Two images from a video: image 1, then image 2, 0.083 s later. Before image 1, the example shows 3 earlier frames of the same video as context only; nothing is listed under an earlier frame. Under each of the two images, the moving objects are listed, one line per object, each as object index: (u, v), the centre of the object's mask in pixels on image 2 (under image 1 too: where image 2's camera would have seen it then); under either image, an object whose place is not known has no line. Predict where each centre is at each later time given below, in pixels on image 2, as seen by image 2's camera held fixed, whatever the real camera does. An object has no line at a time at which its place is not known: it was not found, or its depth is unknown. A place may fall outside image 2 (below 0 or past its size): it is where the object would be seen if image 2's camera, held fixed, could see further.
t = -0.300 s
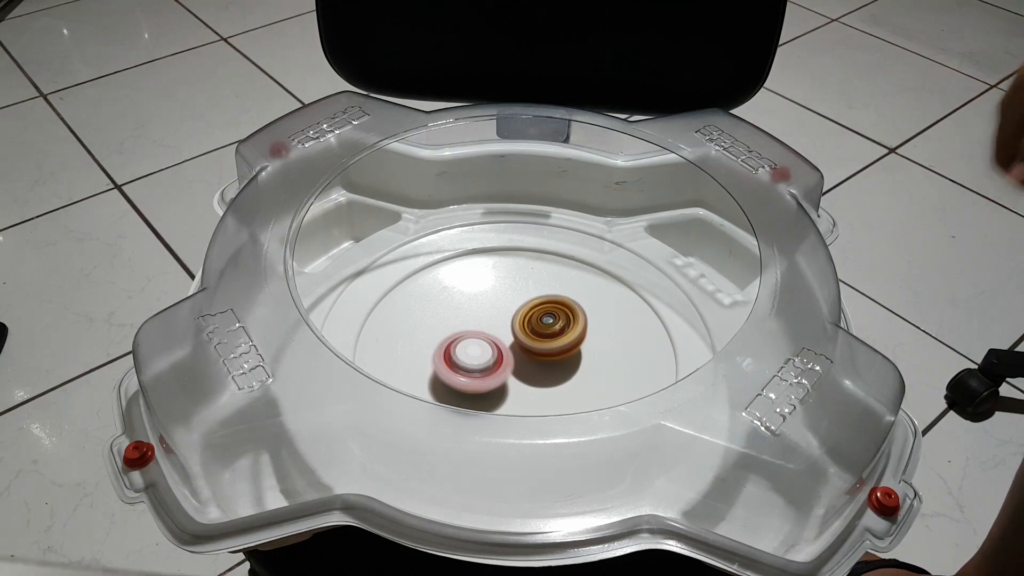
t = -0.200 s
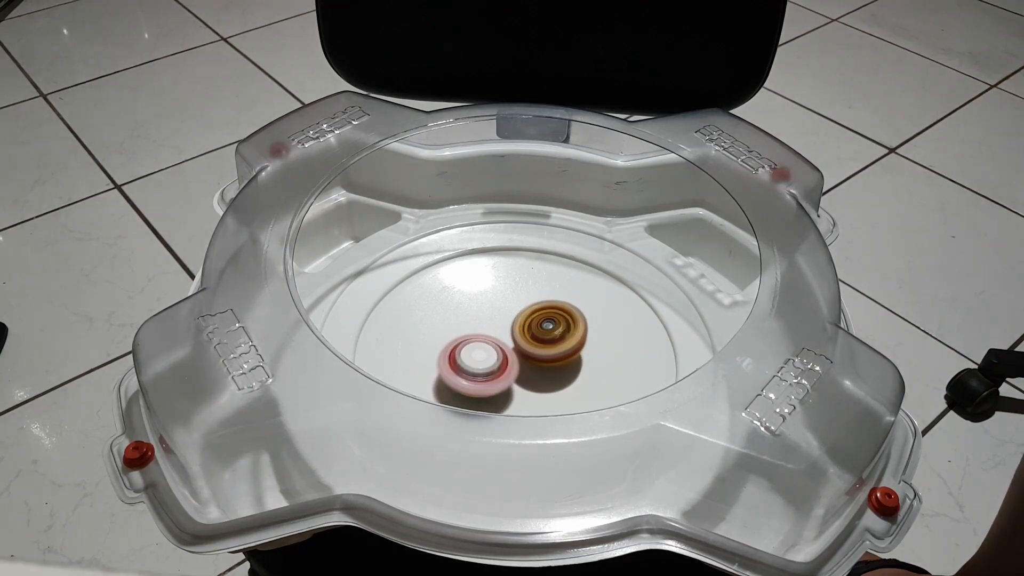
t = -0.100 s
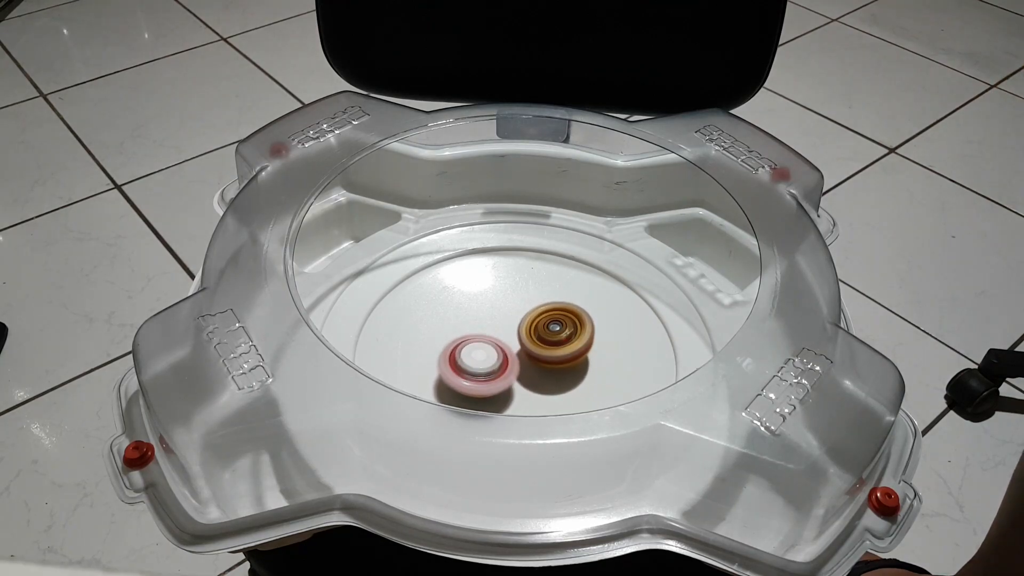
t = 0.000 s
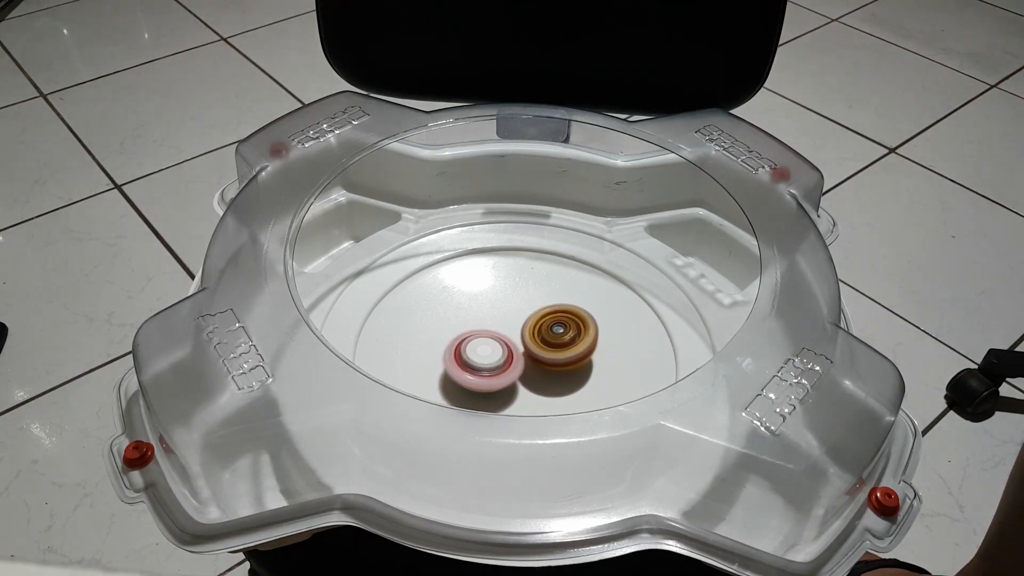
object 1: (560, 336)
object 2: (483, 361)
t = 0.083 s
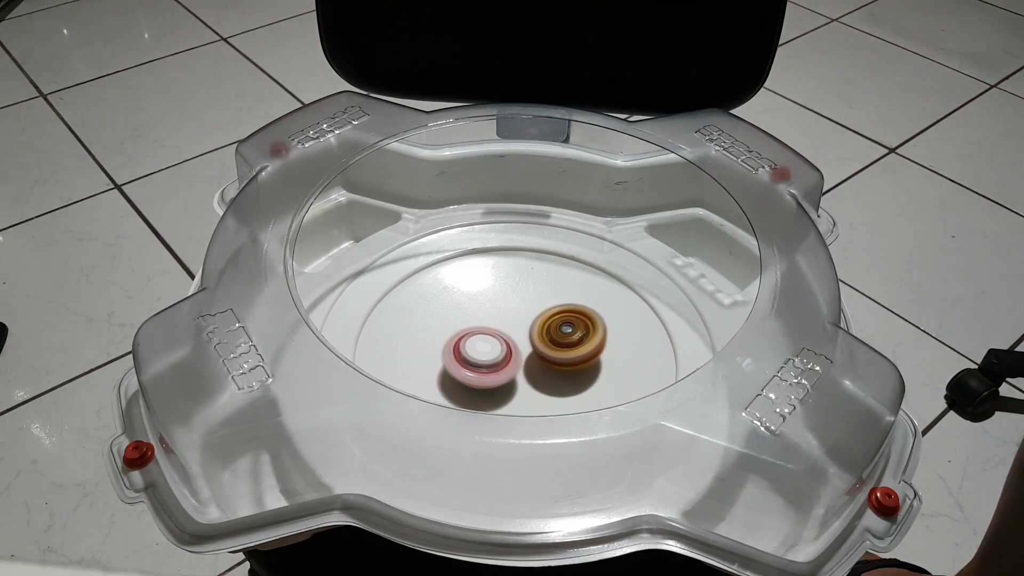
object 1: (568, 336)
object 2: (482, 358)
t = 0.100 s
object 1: (570, 336)
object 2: (481, 357)
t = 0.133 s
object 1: (573, 336)
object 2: (481, 356)
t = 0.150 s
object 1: (573, 336)
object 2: (481, 356)
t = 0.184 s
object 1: (572, 336)
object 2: (482, 355)
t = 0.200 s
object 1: (572, 337)
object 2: (483, 355)
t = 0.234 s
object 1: (568, 337)
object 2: (485, 354)
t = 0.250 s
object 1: (566, 338)
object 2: (486, 353)
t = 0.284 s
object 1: (578, 339)
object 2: (472, 352)
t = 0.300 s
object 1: (589, 338)
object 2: (461, 350)
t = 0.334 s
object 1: (606, 338)
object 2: (442, 346)
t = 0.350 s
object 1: (613, 337)
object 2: (435, 345)
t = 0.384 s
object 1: (623, 337)
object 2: (423, 342)
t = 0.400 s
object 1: (626, 337)
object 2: (418, 341)
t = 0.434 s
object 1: (629, 337)
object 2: (413, 339)
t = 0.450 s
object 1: (629, 337)
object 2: (412, 339)
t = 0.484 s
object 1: (626, 337)
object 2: (411, 340)
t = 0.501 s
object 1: (622, 338)
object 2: (412, 340)
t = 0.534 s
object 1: (614, 339)
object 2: (415, 342)
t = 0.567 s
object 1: (603, 340)
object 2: (419, 344)
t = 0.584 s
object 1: (597, 340)
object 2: (421, 345)
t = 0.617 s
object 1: (585, 341)
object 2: (427, 346)
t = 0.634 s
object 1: (578, 341)
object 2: (430, 347)
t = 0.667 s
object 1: (564, 342)
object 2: (437, 349)
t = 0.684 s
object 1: (558, 343)
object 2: (441, 350)
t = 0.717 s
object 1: (545, 344)
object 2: (449, 351)
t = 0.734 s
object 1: (539, 344)
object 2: (452, 352)
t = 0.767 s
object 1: (538, 346)
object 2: (452, 351)
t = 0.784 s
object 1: (541, 349)
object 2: (450, 351)
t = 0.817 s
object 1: (544, 352)
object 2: (448, 350)
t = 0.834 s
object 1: (546, 353)
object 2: (447, 350)
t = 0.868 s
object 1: (549, 355)
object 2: (448, 350)
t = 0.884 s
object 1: (549, 356)
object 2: (449, 350)
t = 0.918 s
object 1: (550, 358)
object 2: (452, 350)
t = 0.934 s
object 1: (550, 359)
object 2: (453, 350)
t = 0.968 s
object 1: (549, 360)
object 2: (457, 350)
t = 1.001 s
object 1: (547, 361)
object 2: (460, 350)
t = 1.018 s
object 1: (546, 361)
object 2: (462, 350)
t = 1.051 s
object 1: (545, 361)
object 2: (464, 350)
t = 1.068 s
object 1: (546, 361)
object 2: (465, 349)
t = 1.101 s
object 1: (549, 362)
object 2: (465, 348)
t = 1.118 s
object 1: (550, 362)
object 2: (466, 347)
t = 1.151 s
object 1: (551, 361)
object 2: (468, 346)
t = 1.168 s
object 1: (551, 361)
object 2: (469, 346)
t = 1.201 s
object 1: (552, 360)
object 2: (472, 345)
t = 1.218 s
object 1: (552, 359)
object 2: (473, 344)
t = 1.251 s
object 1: (557, 359)
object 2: (473, 342)
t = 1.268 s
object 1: (562, 360)
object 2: (469, 339)
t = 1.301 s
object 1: (571, 362)
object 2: (464, 335)
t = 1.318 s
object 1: (575, 362)
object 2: (463, 333)
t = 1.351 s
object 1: (579, 364)
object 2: (461, 331)
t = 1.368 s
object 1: (581, 364)
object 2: (461, 330)
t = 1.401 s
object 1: (581, 365)
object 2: (462, 329)
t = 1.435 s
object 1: (579, 365)
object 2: (464, 329)
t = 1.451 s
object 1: (577, 364)
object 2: (465, 329)
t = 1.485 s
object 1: (573, 364)
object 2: (467, 329)
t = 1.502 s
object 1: (570, 363)
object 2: (468, 330)
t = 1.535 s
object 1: (563, 362)
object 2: (471, 330)
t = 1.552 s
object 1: (560, 361)
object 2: (472, 331)
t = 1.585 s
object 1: (552, 359)
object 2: (475, 332)
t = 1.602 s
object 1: (548, 359)
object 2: (476, 332)
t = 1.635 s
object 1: (553, 363)
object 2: (468, 326)
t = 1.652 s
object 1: (557, 366)
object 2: (461, 321)
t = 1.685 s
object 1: (566, 373)
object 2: (452, 313)
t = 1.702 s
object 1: (569, 376)
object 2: (448, 310)
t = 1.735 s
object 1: (572, 379)
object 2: (443, 305)
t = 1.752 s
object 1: (573, 380)
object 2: (442, 304)
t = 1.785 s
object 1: (572, 381)
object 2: (441, 303)
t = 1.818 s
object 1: (570, 382)
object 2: (442, 304)
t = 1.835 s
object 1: (568, 382)
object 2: (443, 305)
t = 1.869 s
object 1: (563, 381)
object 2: (445, 307)
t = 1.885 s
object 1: (559, 380)
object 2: (447, 308)
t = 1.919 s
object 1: (552, 375)
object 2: (450, 311)
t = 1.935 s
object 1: (548, 373)
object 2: (452, 312)
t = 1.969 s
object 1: (541, 370)
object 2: (456, 315)
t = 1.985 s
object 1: (537, 369)
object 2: (458, 317)
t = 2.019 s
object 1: (529, 364)
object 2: (463, 320)
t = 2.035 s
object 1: (525, 363)
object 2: (465, 321)
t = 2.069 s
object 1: (524, 365)
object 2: (465, 319)
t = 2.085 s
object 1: (526, 369)
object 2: (464, 315)
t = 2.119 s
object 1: (529, 375)
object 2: (462, 308)
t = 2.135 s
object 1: (530, 378)
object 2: (461, 306)
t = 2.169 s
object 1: (531, 381)
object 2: (462, 303)
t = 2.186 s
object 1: (532, 383)
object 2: (462, 302)
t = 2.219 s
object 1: (531, 383)
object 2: (464, 301)
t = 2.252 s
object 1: (530, 383)
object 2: (465, 302)
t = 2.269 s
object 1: (529, 383)
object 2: (467, 303)
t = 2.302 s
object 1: (526, 382)
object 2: (469, 304)
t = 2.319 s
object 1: (525, 381)
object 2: (470, 305)
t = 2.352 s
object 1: (522, 376)
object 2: (473, 307)
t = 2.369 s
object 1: (521, 374)
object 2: (475, 309)
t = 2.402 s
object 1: (518, 372)
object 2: (479, 311)
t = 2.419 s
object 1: (517, 371)
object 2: (480, 312)
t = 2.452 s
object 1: (515, 368)
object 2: (483, 313)
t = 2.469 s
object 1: (515, 366)
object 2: (485, 313)
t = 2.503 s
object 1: (519, 379)
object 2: (486, 305)
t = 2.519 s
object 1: (520, 383)
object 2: (487, 300)
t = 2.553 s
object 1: (523, 388)
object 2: (488, 294)
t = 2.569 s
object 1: (524, 389)
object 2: (490, 292)
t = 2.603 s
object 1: (525, 391)
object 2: (491, 291)
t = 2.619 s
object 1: (525, 392)
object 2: (492, 291)
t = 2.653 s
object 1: (524, 393)
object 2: (494, 291)
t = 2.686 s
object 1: (522, 392)
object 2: (495, 293)
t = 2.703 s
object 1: (520, 391)
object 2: (496, 294)
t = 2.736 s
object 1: (517, 389)
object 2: (498, 297)
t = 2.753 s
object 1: (516, 387)
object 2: (499, 298)
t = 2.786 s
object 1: (513, 384)
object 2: (502, 302)
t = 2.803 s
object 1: (513, 378)
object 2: (503, 303)
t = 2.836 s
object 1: (511, 372)
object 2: (505, 307)
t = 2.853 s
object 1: (510, 369)
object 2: (505, 308)
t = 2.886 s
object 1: (508, 367)
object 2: (508, 308)
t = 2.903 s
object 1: (506, 368)
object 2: (510, 306)
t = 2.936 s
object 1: (501, 378)
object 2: (516, 293)
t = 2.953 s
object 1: (498, 383)
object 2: (518, 289)
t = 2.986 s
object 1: (494, 386)
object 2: (523, 282)
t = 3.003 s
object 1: (492, 387)
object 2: (524, 280)
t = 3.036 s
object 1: (490, 388)
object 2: (527, 278)
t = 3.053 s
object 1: (488, 388)
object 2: (528, 278)
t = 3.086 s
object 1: (487, 388)
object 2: (529, 279)
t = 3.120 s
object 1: (487, 386)
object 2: (529, 280)
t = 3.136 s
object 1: (488, 386)
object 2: (529, 281)
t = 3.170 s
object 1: (489, 383)
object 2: (529, 285)
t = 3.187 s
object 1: (492, 378)
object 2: (529, 288)
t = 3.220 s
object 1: (494, 373)
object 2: (529, 293)
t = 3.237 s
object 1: (496, 371)
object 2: (529, 296)
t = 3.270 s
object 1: (498, 365)
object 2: (528, 302)
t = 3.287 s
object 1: (499, 362)
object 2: (528, 305)
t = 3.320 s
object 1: (500, 360)
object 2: (530, 309)
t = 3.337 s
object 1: (498, 361)
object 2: (532, 310)
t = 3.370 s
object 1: (495, 364)
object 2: (535, 311)
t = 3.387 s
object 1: (494, 364)
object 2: (536, 312)
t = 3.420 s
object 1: (493, 366)
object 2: (538, 314)
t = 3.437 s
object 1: (492, 367)
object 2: (539, 315)
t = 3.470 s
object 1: (492, 366)
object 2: (540, 317)
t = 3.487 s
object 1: (491, 366)
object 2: (541, 317)
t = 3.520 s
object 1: (490, 364)
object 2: (542, 319)
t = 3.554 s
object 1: (489, 363)
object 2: (542, 321)
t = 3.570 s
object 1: (488, 362)
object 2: (542, 321)
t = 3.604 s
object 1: (488, 360)
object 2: (543, 323)
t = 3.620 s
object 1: (485, 362)
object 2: (545, 324)
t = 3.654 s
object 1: (472, 365)
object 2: (556, 320)
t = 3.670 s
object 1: (467, 366)
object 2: (560, 319)
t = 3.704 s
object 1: (459, 369)
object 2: (566, 317)
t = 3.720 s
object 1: (456, 370)
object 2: (567, 317)
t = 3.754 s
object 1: (453, 370)
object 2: (569, 318)
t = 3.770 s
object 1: (452, 370)
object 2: (569, 318)
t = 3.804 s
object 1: (452, 368)
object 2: (568, 320)
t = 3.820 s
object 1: (453, 367)
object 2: (568, 321)
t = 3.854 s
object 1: (457, 366)
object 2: (566, 323)
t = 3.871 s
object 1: (459, 365)
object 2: (565, 324)
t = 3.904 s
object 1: (465, 363)
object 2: (563, 326)
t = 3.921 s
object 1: (469, 363)
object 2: (562, 327)
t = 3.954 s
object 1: (477, 363)
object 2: (559, 329)
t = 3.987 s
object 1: (485, 362)
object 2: (557, 332)
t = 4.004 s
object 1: (489, 361)
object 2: (556, 333)
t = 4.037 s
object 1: (476, 363)
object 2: (569, 329)
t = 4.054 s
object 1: (466, 364)
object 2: (580, 326)
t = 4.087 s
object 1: (447, 367)
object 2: (598, 319)
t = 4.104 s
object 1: (440, 368)
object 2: (605, 316)
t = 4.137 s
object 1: (429, 370)
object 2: (615, 313)
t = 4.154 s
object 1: (425, 369)
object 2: (619, 311)
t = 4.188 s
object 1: (422, 368)
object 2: (622, 311)
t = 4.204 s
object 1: (421, 369)
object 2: (622, 311)
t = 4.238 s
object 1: (423, 369)
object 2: (620, 313)
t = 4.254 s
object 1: (425, 369)
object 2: (618, 314)
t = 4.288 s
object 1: (431, 370)
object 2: (613, 317)
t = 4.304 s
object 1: (435, 371)
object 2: (610, 318)
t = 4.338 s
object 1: (443, 371)
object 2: (603, 322)
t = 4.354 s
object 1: (447, 372)
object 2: (599, 324)
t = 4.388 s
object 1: (457, 368)
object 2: (590, 328)
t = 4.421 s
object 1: (466, 368)
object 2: (579, 333)
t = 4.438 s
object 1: (472, 367)
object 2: (574, 335)
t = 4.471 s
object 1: (481, 366)
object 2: (563, 339)
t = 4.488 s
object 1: (486, 366)
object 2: (558, 341)
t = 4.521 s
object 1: (475, 363)
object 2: (565, 341)
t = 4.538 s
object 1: (462, 362)
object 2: (575, 338)
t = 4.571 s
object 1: (439, 363)
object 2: (593, 333)
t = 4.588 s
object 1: (429, 362)
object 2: (599, 331)
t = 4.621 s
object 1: (413, 360)
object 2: (610, 328)
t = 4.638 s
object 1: (409, 358)
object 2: (613, 327)
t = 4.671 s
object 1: (402, 356)
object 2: (617, 326)
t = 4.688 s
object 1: (400, 355)
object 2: (617, 326)
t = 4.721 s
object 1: (400, 354)
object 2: (615, 328)
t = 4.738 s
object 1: (402, 354)
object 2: (613, 329)
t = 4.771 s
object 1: (408, 354)
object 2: (608, 331)
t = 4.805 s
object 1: (419, 354)
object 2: (601, 333)
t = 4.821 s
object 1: (425, 354)
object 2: (598, 334)
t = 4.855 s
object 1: (437, 354)
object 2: (590, 336)
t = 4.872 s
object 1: (443, 354)
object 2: (586, 337)
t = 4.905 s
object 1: (456, 354)
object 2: (577, 340)
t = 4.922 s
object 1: (462, 354)
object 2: (572, 341)
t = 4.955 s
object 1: (473, 352)
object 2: (563, 343)
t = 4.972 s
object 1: (478, 351)
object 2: (558, 344)
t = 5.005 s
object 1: (469, 344)
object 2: (569, 345)
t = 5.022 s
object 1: (459, 341)
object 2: (578, 345)
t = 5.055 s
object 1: (443, 334)
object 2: (594, 346)
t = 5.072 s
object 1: (437, 332)
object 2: (600, 346)
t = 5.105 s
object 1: (428, 326)
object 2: (609, 346)
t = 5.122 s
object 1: (425, 323)
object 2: (611, 347)
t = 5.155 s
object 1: (421, 320)
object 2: (613, 348)
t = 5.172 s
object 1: (421, 319)
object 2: (612, 348)
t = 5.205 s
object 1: (422, 317)
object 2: (609, 349)
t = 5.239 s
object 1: (426, 317)
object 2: (605, 350)
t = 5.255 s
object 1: (429, 317)
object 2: (602, 351)
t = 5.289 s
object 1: (435, 318)
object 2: (595, 351)
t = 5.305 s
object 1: (438, 319)
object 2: (592, 352)
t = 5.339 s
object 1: (446, 322)
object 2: (585, 352)
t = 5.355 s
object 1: (449, 323)
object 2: (581, 352)
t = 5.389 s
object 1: (457, 326)
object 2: (573, 353)
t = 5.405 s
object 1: (461, 327)
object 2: (569, 353)
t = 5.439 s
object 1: (469, 329)
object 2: (561, 353)
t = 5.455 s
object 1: (473, 330)
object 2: (557, 352)
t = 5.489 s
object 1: (477, 328)
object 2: (556, 354)
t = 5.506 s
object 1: (471, 323)
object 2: (563, 358)
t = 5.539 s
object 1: (461, 312)
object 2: (578, 366)
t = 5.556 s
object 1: (457, 308)
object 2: (583, 369)
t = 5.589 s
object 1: (453, 300)
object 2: (591, 375)
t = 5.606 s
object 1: (452, 297)
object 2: (594, 377)
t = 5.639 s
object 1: (451, 293)
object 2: (596, 379)
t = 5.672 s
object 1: (452, 292)
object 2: (595, 379)
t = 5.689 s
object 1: (453, 292)
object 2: (593, 380)
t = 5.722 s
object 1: (457, 293)
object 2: (590, 379)
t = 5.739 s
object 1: (459, 295)
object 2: (588, 379)
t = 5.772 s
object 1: (463, 298)
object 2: (584, 378)
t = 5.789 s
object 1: (466, 300)
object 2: (582, 377)
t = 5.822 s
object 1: (470, 304)
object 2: (576, 375)
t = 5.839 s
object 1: (472, 306)
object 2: (574, 374)
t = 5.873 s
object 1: (478, 310)
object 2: (568, 372)
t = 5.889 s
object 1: (480, 312)
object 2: (565, 371)
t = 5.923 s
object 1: (485, 316)
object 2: (560, 369)
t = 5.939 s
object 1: (488, 318)
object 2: (557, 368)
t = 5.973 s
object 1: (494, 320)
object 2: (553, 366)
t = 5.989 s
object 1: (495, 319)
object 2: (554, 369)
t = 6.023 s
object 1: (497, 315)
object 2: (557, 374)
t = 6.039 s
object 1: (499, 314)
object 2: (557, 375)
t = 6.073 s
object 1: (503, 314)
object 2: (557, 378)
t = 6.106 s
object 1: (507, 314)
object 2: (555, 378)
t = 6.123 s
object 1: (509, 315)
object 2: (554, 378)
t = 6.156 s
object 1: (512, 316)
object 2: (552, 377)
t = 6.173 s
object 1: (513, 318)
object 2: (551, 376)
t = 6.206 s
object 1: (515, 319)
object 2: (549, 377)
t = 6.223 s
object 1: (516, 316)
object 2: (549, 382)
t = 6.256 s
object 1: (518, 308)
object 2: (549, 387)
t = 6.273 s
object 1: (519, 305)
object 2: (548, 390)
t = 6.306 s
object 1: (523, 301)
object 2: (545, 392)
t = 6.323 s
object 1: (524, 301)
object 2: (544, 392)
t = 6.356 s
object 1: (526, 300)
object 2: (542, 393)
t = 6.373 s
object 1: (527, 300)
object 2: (541, 392)
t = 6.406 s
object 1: (528, 302)
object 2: (540, 392)
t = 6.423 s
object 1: (529, 303)
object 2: (539, 391)
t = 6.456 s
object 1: (529, 306)
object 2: (538, 390)
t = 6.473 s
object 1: (529, 308)
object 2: (537, 389)
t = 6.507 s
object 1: (528, 311)
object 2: (535, 387)
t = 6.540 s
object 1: (528, 315)
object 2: (534, 385)
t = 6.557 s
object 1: (527, 317)
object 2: (533, 384)
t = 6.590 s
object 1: (526, 320)
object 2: (531, 384)
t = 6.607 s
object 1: (526, 317)
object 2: (529, 386)
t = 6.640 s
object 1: (527, 311)
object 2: (526, 392)
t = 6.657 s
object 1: (528, 311)
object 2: (525, 394)
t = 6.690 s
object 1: (529, 311)
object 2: (522, 396)
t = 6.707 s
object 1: (529, 312)
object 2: (521, 396)
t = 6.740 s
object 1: (529, 314)
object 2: (519, 396)
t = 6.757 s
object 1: (529, 315)
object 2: (518, 396)
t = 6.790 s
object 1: (528, 318)
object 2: (517, 395)
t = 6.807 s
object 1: (528, 320)
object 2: (517, 395)
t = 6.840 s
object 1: (527, 323)
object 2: (517, 394)
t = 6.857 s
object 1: (526, 324)
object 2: (516, 393)
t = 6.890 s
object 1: (525, 327)
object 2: (516, 392)
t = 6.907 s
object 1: (523, 329)
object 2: (516, 391)
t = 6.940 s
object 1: (523, 329)
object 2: (514, 391)
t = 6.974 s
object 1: (524, 323)
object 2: (511, 392)
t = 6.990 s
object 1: (525, 322)
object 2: (509, 393)
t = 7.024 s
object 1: (525, 320)
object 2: (507, 393)
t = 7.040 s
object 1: (524, 319)
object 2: (506, 393)
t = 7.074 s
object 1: (523, 319)
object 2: (506, 392)
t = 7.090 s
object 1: (523, 318)
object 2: (506, 391)
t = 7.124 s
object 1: (521, 320)
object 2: (506, 390)
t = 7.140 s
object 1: (520, 320)
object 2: (506, 389)
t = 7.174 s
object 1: (518, 322)
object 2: (507, 387)
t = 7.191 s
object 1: (516, 323)
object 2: (507, 387)
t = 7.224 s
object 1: (515, 323)
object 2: (506, 386)
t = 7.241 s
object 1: (515, 322)
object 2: (506, 386)
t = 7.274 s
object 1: (515, 320)
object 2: (505, 386)
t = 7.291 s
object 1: (515, 319)
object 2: (504, 386)
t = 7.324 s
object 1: (514, 319)
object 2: (504, 385)
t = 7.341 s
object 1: (514, 319)
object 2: (505, 384)
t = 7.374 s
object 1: (513, 320)
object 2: (505, 383)
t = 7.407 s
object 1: (516, 317)
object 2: (501, 384)
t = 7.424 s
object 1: (522, 310)
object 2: (496, 387)
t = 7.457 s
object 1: (531, 303)
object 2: (487, 392)
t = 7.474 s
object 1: (535, 298)
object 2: (483, 393)
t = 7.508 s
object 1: (540, 292)
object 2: (477, 394)
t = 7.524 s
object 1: (541, 291)
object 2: (471, 407)
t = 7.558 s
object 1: (540, 288)
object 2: (470, 407)
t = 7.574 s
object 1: (540, 288)
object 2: (469, 407)
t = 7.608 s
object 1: (538, 289)
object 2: (470, 406)
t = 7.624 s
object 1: (537, 290)
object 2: (470, 405)
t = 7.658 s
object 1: (534, 292)
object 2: (472, 404)
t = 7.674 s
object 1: (533, 295)
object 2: (473, 403)
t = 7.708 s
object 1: (530, 298)
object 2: (476, 402)
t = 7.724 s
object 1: (528, 300)
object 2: (480, 394)
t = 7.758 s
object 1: (526, 304)
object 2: (483, 388)
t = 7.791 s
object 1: (523, 308)
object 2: (486, 387)
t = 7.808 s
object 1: (522, 312)
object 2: (488, 386)
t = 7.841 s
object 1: (521, 315)
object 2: (491, 384)
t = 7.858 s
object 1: (521, 318)
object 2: (492, 382)
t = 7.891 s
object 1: (522, 322)
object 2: (494, 381)
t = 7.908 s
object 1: (525, 320)
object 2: (492, 383)
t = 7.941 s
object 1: (535, 312)
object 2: (486, 388)
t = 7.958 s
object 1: (539, 308)
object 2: (483, 389)
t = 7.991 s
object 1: (545, 304)
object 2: (480, 397)
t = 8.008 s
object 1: (547, 302)
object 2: (479, 398)
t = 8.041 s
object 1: (551, 300)
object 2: (479, 398)
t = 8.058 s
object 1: (552, 300)
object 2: (479, 397)
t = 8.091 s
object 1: (552, 301)
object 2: (481, 396)
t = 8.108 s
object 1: (551, 302)
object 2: (483, 395)
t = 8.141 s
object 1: (550, 304)
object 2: (485, 394)
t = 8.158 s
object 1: (549, 305)
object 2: (486, 394)
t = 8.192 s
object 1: (547, 307)
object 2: (488, 393)
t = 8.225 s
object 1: (544, 310)
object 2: (490, 392)
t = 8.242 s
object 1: (542, 312)
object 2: (491, 391)
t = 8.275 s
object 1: (540, 314)
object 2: (493, 390)
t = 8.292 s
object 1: (539, 316)
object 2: (494, 386)
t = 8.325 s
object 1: (537, 319)
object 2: (495, 386)
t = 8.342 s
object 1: (536, 322)
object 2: (496, 386)
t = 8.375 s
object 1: (533, 326)
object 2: (498, 385)
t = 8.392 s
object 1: (532, 328)
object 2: (499, 385)
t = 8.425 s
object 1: (535, 328)
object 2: (496, 386)
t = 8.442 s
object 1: (536, 327)
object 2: (493, 387)
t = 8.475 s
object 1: (540, 325)
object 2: (490, 393)
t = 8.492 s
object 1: (540, 324)
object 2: (489, 394)
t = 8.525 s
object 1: (541, 325)
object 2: (489, 393)
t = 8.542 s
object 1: (541, 325)
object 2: (489, 393)
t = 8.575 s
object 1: (540, 326)
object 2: (490, 392)
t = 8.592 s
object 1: (540, 326)
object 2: (491, 392)
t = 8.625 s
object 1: (538, 328)
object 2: (493, 387)
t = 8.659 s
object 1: (537, 329)
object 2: (495, 386)
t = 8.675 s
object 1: (536, 329)
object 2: (496, 385)
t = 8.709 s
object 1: (536, 329)
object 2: (496, 385)
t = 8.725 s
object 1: (538, 327)
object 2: (494, 386)
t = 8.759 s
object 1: (542, 321)
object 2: (491, 387)
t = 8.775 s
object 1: (543, 320)
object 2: (490, 387)
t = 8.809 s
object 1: (545, 319)
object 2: (490, 386)
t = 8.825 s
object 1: (544, 319)
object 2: (490, 386)
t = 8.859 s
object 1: (544, 319)
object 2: (491, 385)
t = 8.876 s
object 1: (543, 319)
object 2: (492, 385)
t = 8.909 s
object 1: (541, 320)
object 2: (494, 384)
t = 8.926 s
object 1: (540, 320)
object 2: (495, 383)
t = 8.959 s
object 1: (538, 321)
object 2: (497, 382)
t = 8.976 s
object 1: (537, 322)
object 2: (498, 381)
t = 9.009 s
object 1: (535, 323)
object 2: (500, 380)
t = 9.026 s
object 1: (535, 323)
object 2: (500, 380)
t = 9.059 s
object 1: (537, 320)
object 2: (499, 380)
